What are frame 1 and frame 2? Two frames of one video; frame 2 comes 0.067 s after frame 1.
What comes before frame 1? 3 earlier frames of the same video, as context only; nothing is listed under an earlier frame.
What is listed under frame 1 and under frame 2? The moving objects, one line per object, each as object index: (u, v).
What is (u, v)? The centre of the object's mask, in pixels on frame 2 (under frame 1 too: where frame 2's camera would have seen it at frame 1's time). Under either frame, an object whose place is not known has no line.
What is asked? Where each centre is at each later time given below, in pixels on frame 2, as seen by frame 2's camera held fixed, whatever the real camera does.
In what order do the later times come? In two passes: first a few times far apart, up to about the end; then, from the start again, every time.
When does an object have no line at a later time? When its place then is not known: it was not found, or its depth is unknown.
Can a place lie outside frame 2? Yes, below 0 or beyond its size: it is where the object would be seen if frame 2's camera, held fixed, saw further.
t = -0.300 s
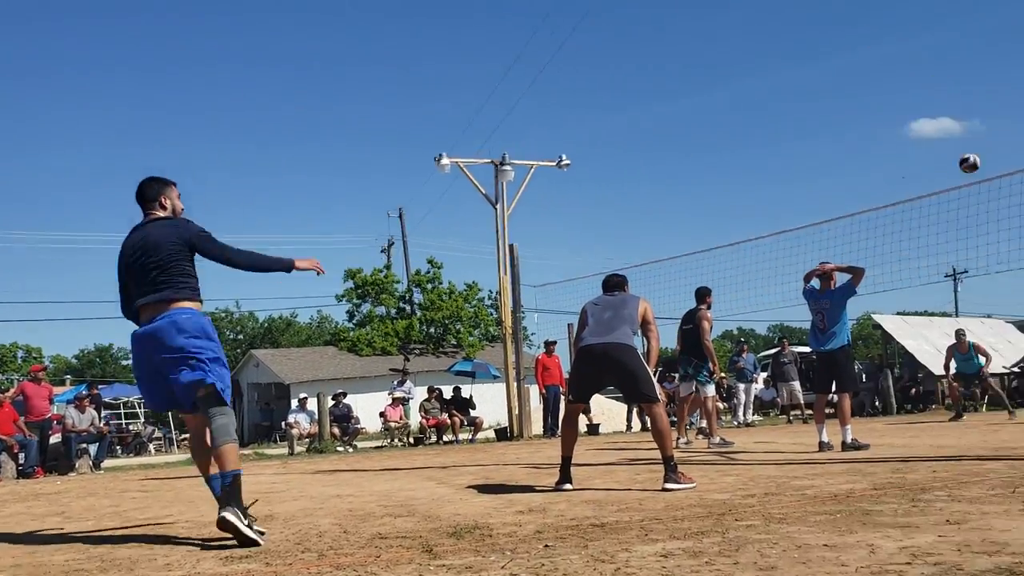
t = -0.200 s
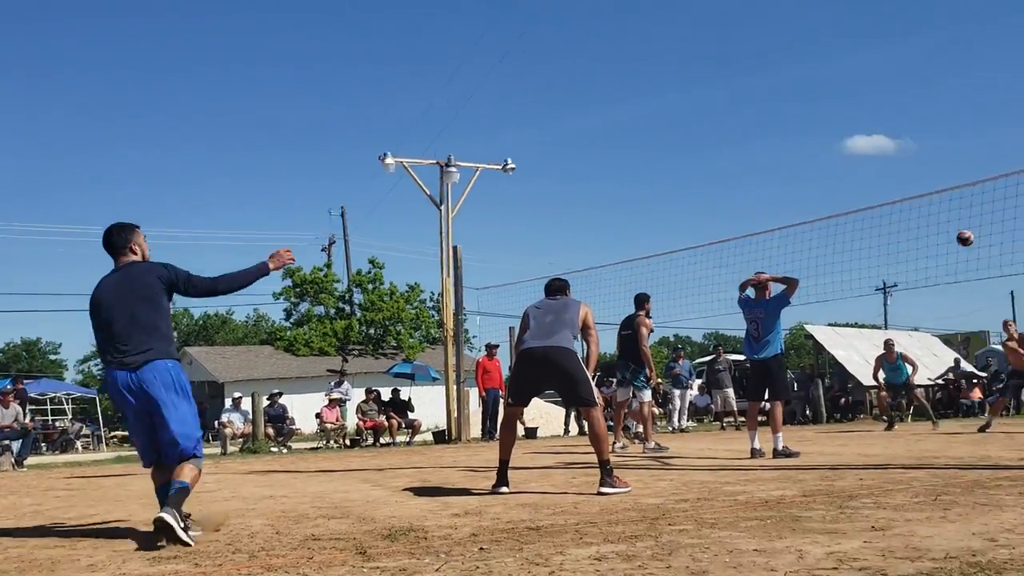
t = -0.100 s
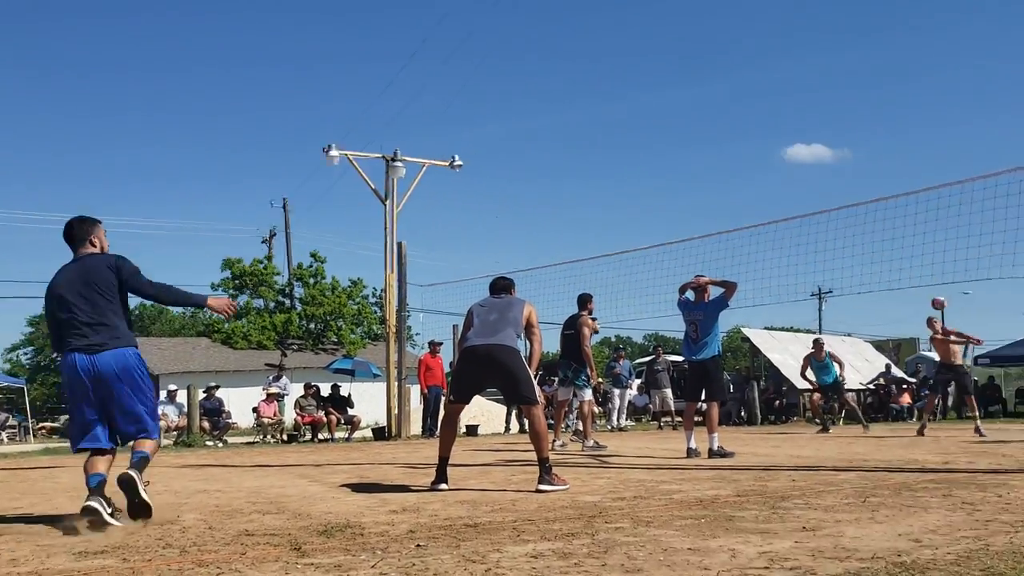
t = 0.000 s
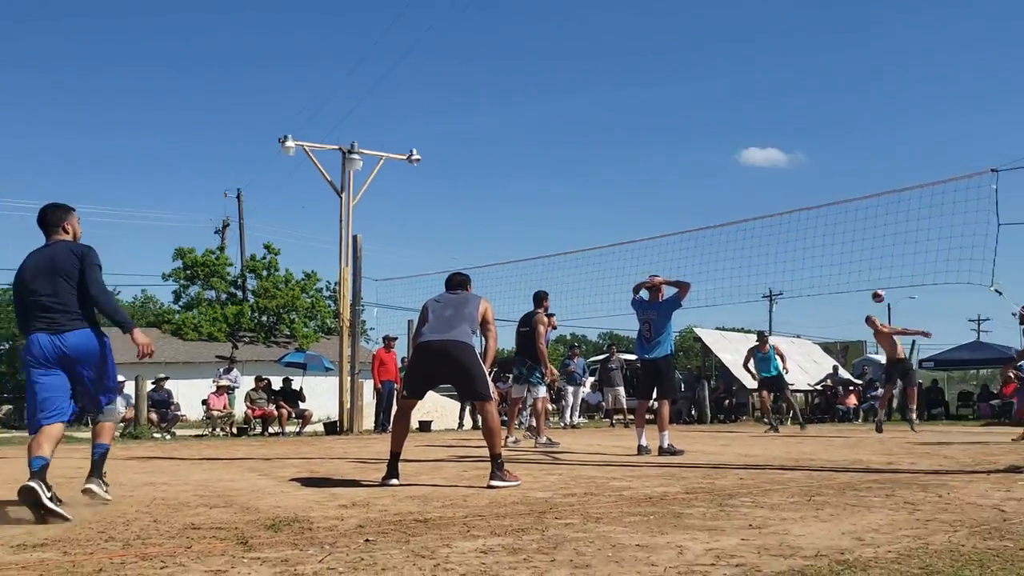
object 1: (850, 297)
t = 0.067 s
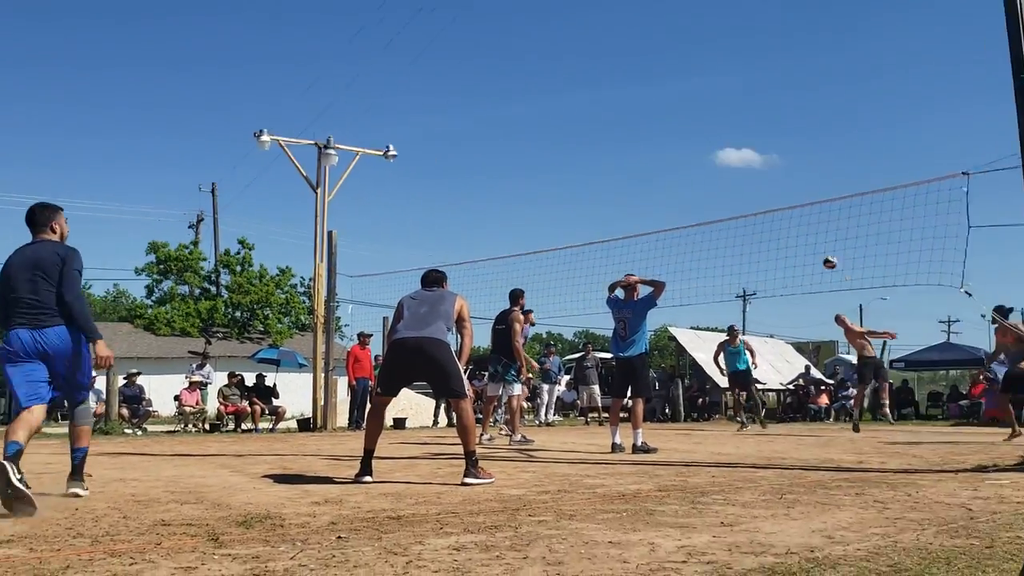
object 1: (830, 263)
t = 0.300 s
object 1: (761, 170)
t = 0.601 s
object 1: (684, 106)
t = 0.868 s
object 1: (620, 95)
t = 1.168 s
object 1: (552, 129)
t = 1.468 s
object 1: (488, 211)
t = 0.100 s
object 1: (819, 247)
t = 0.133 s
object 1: (809, 232)
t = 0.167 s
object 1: (799, 218)
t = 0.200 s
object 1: (789, 205)
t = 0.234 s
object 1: (780, 192)
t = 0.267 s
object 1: (771, 181)
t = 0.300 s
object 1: (761, 170)
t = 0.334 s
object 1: (752, 160)
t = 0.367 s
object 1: (743, 151)
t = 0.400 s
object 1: (735, 142)
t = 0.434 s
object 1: (726, 135)
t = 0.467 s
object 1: (717, 128)
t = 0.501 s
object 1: (709, 121)
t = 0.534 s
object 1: (700, 115)
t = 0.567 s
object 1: (692, 110)
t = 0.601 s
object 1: (684, 106)
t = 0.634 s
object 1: (675, 102)
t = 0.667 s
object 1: (667, 100)
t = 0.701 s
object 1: (659, 97)
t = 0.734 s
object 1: (651, 96)
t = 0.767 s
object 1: (643, 95)
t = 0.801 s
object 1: (635, 94)
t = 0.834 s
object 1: (628, 94)
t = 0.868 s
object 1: (620, 95)
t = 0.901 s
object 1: (612, 97)
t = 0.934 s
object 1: (604, 98)
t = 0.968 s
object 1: (597, 101)
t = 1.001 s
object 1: (589, 104)
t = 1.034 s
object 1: (582, 108)
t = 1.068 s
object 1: (574, 112)
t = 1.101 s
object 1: (567, 117)
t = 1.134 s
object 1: (559, 123)
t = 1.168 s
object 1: (552, 129)
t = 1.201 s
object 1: (545, 135)
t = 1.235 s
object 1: (538, 143)
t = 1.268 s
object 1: (530, 151)
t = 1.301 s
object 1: (523, 159)
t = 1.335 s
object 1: (516, 168)
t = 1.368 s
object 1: (509, 178)
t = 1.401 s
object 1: (502, 188)
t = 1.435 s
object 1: (496, 199)
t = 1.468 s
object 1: (488, 211)
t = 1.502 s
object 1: (482, 223)
